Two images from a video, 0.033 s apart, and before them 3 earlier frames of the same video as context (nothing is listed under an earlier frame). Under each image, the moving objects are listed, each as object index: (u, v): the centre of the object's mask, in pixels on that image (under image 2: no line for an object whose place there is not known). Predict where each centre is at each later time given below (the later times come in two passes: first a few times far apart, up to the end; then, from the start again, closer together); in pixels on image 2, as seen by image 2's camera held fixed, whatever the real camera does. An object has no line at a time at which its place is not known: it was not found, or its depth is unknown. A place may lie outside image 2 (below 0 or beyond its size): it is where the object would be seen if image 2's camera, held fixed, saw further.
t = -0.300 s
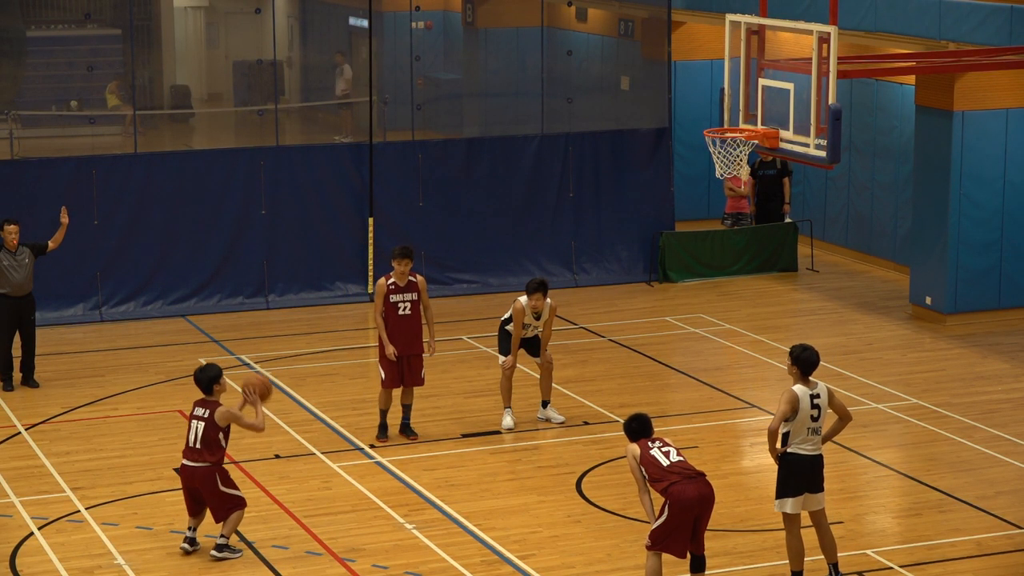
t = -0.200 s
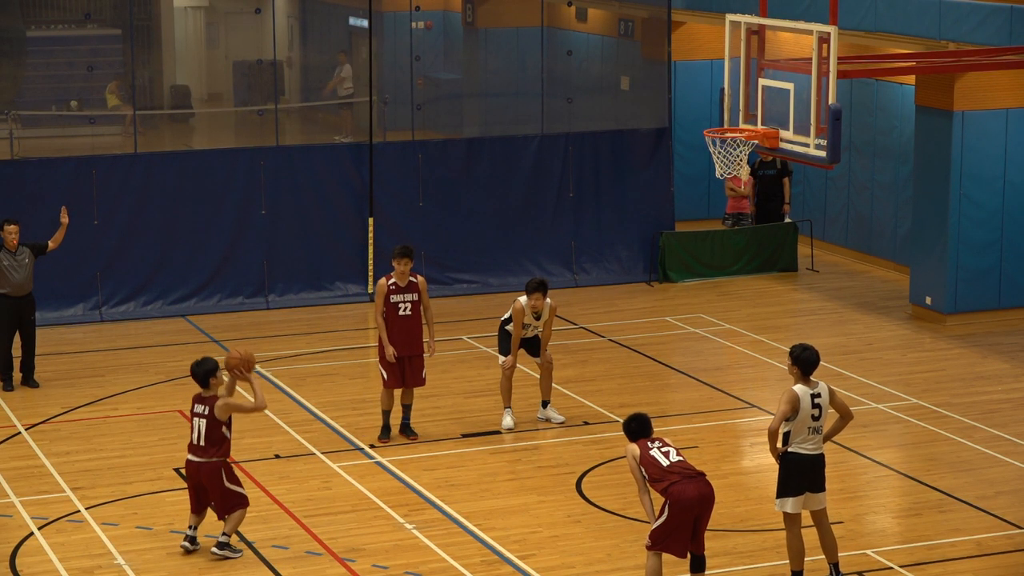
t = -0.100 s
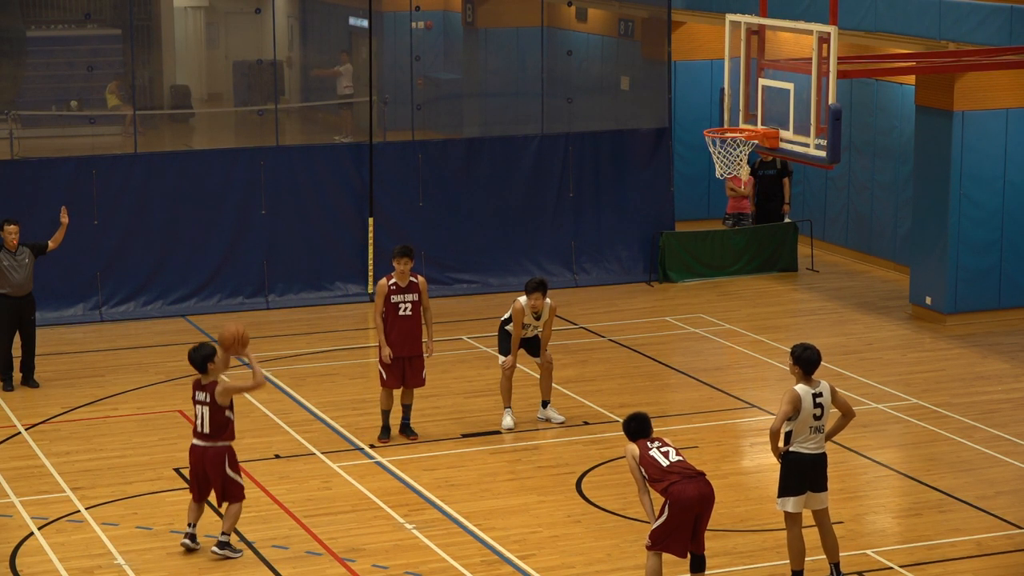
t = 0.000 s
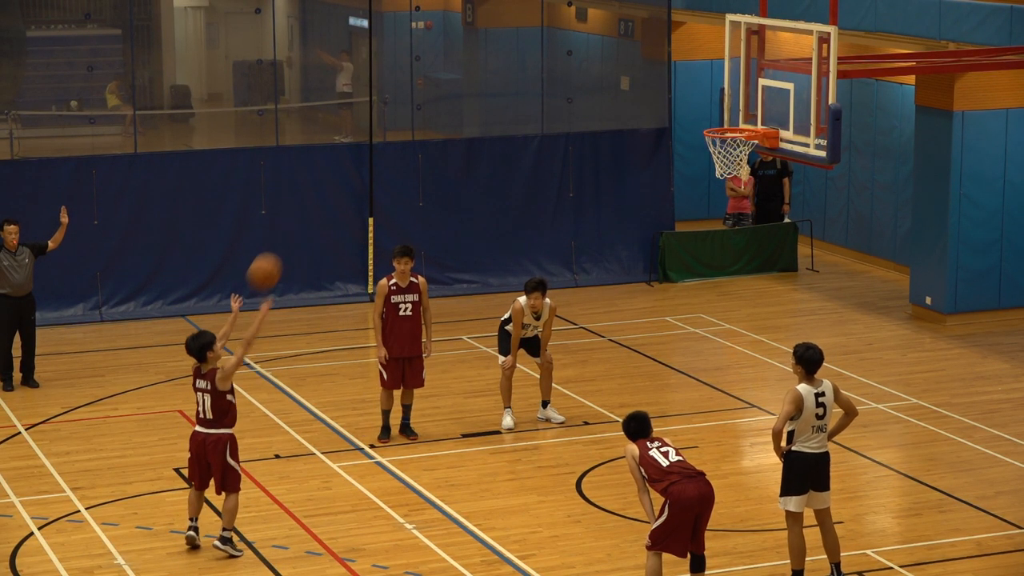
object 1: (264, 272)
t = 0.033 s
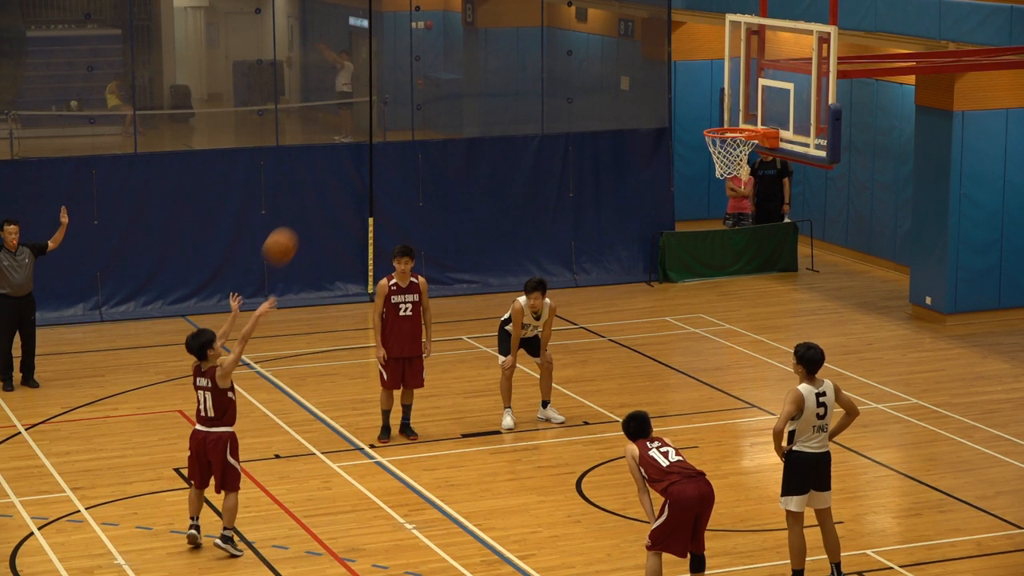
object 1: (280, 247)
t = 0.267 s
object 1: (390, 106)
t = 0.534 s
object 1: (511, 32)
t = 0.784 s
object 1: (621, 43)
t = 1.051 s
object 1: (729, 133)
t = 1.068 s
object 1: (735, 140)
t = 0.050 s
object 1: (288, 234)
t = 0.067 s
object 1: (296, 222)
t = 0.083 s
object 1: (304, 211)
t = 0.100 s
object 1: (311, 199)
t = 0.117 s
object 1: (319, 188)
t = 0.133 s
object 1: (327, 178)
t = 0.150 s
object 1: (335, 168)
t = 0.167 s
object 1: (343, 159)
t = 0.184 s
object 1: (351, 149)
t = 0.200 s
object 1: (358, 140)
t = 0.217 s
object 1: (367, 131)
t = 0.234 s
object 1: (375, 121)
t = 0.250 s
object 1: (382, 113)
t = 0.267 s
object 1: (390, 106)
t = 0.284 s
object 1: (397, 99)
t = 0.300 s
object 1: (405, 92)
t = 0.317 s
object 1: (413, 85)
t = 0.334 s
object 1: (421, 79)
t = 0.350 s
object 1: (428, 73)
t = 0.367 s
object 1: (436, 68)
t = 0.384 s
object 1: (444, 62)
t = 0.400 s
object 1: (452, 58)
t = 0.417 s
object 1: (459, 53)
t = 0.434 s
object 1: (466, 49)
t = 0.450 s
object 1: (474, 45)
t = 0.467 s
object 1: (482, 42)
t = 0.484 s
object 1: (489, 39)
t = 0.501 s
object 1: (497, 36)
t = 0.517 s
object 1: (504, 34)
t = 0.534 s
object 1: (511, 32)
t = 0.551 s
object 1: (519, 30)
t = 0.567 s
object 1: (526, 29)
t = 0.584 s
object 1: (534, 28)
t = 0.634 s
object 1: (555, 27)
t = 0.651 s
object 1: (562, 27)
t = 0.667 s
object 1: (570, 28)
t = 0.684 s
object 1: (577, 29)
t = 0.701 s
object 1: (584, 31)
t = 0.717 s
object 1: (592, 33)
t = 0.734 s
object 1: (599, 35)
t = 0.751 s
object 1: (606, 37)
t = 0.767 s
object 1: (614, 40)
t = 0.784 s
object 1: (621, 43)
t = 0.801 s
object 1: (627, 47)
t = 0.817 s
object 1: (634, 50)
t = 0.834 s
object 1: (641, 54)
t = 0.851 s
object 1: (648, 59)
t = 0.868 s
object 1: (655, 63)
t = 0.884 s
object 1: (661, 68)
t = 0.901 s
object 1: (668, 73)
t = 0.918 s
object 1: (674, 79)
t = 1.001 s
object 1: (708, 111)
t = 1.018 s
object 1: (715, 118)
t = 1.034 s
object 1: (721, 124)
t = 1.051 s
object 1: (729, 133)
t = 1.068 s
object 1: (735, 140)
